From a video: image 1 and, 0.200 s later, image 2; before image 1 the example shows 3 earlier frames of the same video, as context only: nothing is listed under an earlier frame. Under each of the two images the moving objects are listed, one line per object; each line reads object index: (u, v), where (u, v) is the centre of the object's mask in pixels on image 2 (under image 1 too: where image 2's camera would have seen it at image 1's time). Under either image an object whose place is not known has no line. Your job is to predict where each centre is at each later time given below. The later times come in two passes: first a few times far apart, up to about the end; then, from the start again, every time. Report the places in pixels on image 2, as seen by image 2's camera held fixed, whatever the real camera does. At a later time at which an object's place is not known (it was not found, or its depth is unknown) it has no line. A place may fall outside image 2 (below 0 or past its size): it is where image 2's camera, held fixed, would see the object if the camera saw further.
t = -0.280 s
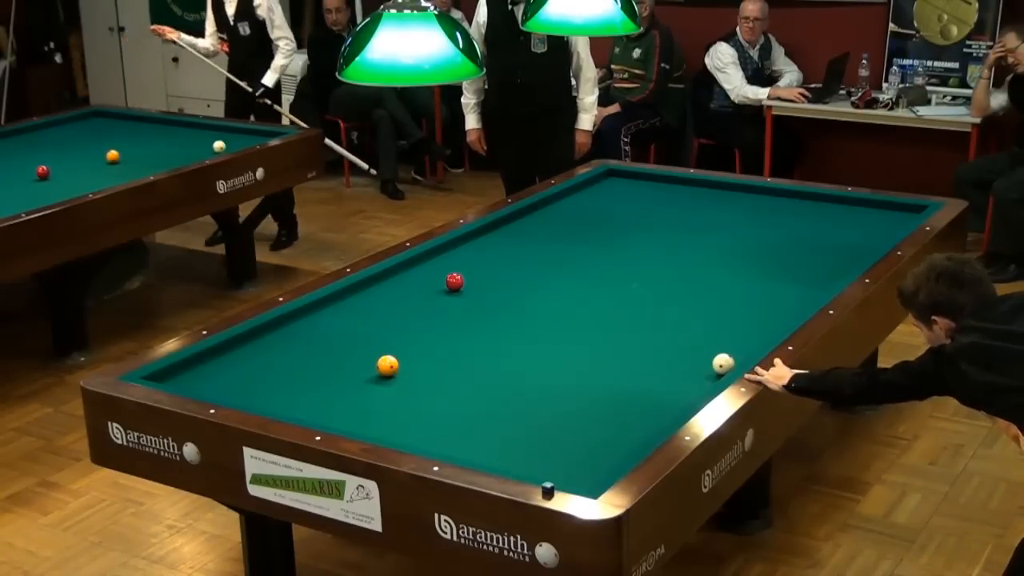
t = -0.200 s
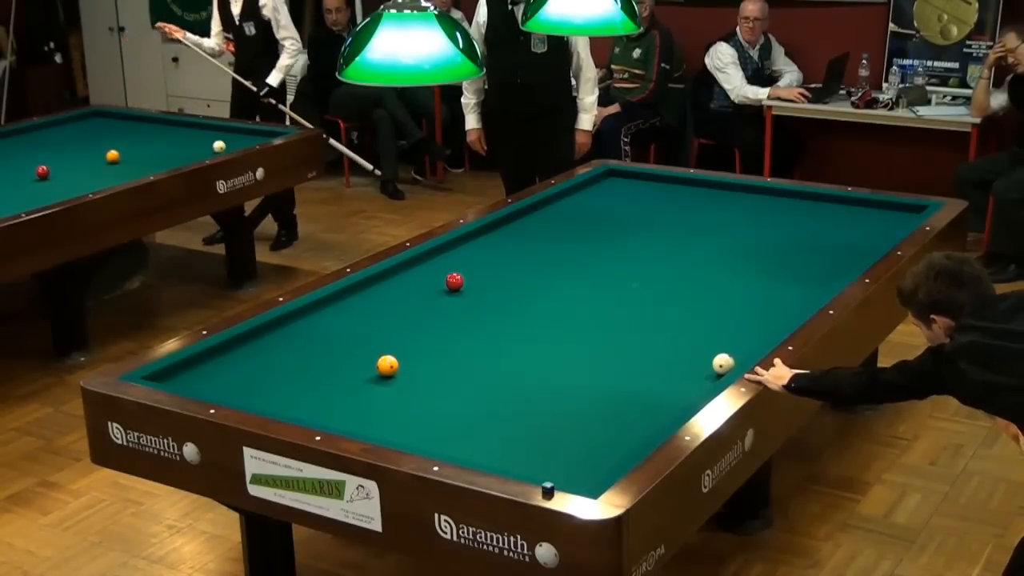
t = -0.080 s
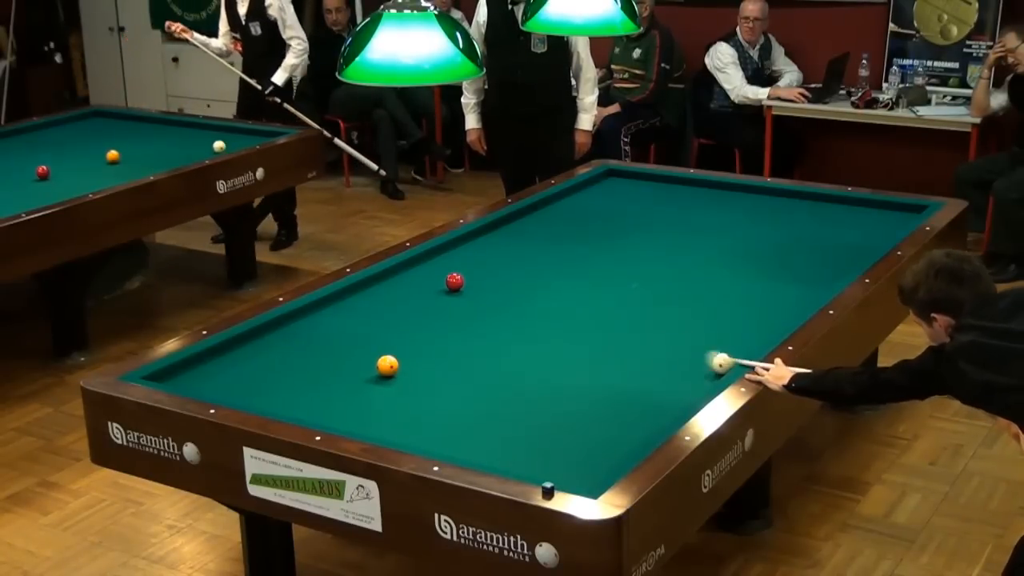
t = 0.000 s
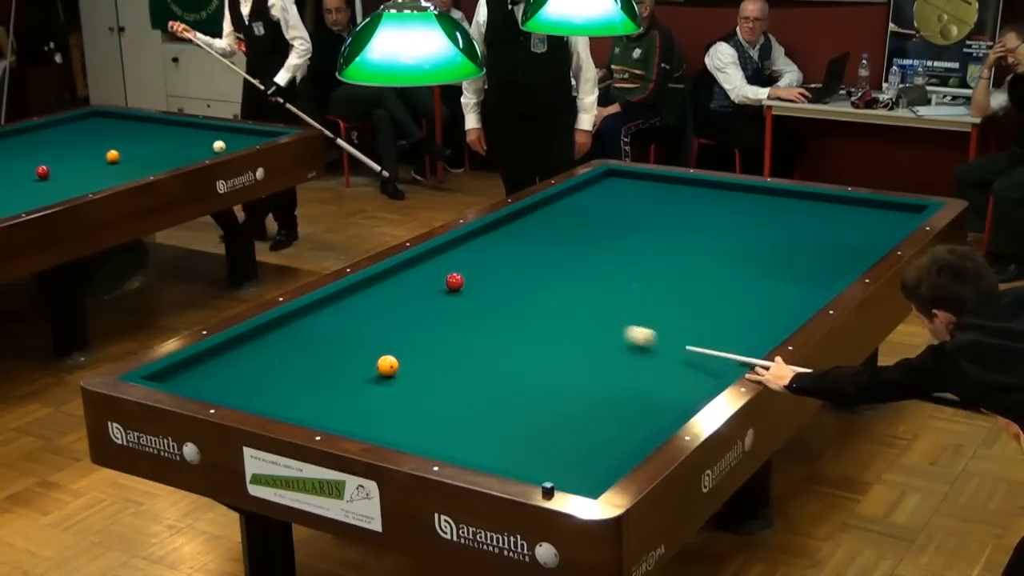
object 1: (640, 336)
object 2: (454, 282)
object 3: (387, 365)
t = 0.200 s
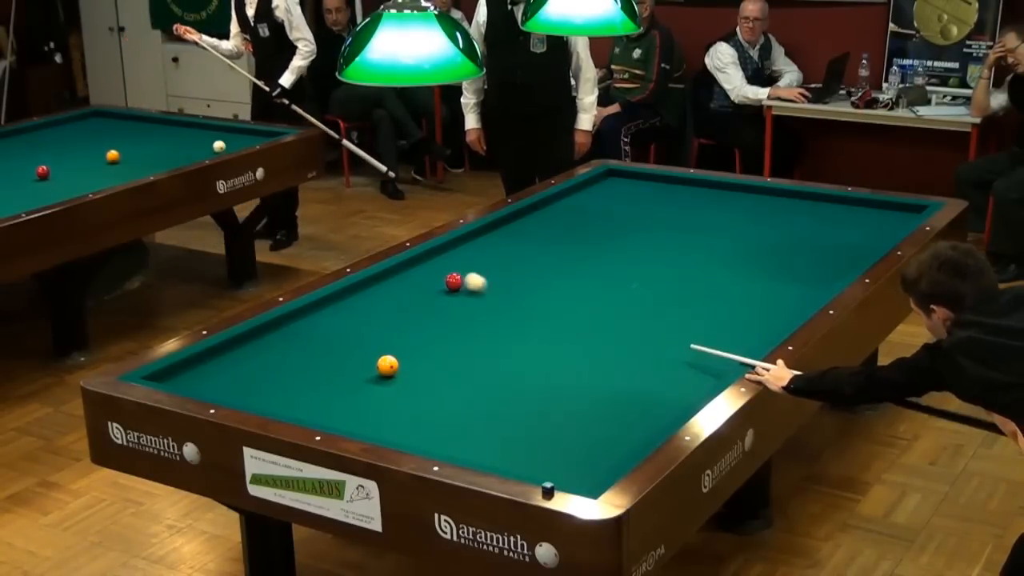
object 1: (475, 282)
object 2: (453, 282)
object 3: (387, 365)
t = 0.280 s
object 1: (480, 266)
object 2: (393, 279)
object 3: (387, 366)
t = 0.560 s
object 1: (515, 222)
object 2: (457, 311)
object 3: (387, 366)
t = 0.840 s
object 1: (626, 197)
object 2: (544, 344)
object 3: (387, 365)
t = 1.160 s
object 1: (699, 191)
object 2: (655, 386)
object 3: (387, 365)
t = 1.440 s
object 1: (727, 216)
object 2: (626, 389)
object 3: (387, 365)
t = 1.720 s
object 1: (761, 240)
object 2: (558, 382)
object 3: (387, 365)
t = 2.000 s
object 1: (799, 267)
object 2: (494, 376)
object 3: (387, 366)
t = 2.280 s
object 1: (797, 291)
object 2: (434, 369)
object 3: (387, 365)
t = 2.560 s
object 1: (731, 307)
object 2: (404, 363)
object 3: (362, 365)
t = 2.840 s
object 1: (662, 324)
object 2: (394, 358)
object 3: (327, 365)
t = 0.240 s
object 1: (476, 274)
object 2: (424, 280)
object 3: (387, 365)
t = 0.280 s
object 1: (480, 266)
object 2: (393, 279)
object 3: (387, 366)
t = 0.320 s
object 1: (484, 259)
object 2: (378, 281)
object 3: (387, 366)
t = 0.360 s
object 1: (486, 252)
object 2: (391, 286)
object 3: (387, 366)
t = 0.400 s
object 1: (488, 245)
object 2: (405, 291)
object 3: (387, 366)
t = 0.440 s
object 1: (489, 238)
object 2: (419, 296)
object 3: (387, 366)
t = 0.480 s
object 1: (489, 231)
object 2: (432, 301)
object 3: (387, 365)
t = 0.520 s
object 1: (495, 225)
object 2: (445, 306)
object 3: (387, 365)
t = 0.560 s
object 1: (515, 222)
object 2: (457, 311)
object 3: (387, 366)
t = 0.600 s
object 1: (534, 219)
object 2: (470, 316)
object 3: (387, 365)
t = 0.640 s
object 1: (551, 215)
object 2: (482, 320)
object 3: (387, 365)
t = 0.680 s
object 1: (568, 212)
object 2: (494, 325)
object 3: (387, 365)
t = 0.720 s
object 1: (584, 208)
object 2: (506, 329)
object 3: (387, 365)
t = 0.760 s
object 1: (599, 205)
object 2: (518, 334)
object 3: (387, 365)
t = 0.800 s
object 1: (613, 201)
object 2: (531, 339)
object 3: (387, 365)
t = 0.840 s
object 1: (626, 197)
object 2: (544, 344)
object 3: (387, 365)
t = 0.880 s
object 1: (639, 194)
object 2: (557, 348)
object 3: (387, 365)
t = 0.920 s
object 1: (652, 191)
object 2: (570, 354)
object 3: (387, 365)
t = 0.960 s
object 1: (664, 188)
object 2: (584, 359)
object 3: (387, 365)
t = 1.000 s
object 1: (677, 185)
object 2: (597, 364)
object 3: (387, 365)
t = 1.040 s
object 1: (688, 181)
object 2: (612, 369)
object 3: (387, 365)
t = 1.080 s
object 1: (694, 183)
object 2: (625, 375)
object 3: (387, 365)
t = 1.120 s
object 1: (697, 187)
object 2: (640, 380)
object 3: (387, 365)
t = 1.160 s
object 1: (699, 191)
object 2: (655, 386)
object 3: (387, 365)
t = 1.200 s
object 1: (702, 195)
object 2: (670, 391)
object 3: (387, 365)
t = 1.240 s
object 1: (706, 199)
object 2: (685, 396)
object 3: (387, 366)
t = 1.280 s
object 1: (710, 202)
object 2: (678, 396)
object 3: (387, 366)
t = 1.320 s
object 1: (713, 206)
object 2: (663, 395)
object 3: (387, 366)
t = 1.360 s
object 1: (718, 209)
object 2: (650, 392)
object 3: (387, 365)
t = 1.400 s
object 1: (722, 213)
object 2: (637, 391)
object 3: (387, 365)
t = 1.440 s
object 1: (727, 216)
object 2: (626, 389)
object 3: (387, 365)
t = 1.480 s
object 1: (731, 219)
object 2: (615, 388)
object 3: (387, 365)
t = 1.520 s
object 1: (736, 223)
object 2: (605, 387)
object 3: (387, 365)
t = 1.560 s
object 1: (741, 226)
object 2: (595, 386)
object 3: (387, 365)
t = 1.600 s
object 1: (746, 230)
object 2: (586, 385)
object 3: (387, 365)
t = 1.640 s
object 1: (751, 233)
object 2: (577, 384)
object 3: (387, 365)
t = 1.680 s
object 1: (756, 237)
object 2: (567, 383)
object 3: (387, 365)
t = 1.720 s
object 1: (761, 240)
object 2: (558, 382)
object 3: (387, 365)
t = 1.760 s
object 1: (766, 244)
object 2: (549, 381)
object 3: (387, 365)
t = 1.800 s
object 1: (771, 248)
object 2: (539, 380)
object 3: (387, 365)
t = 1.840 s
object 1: (777, 252)
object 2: (530, 379)
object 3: (387, 366)
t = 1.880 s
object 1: (782, 255)
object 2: (521, 378)
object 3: (387, 366)
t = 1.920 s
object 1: (788, 260)
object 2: (512, 377)
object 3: (387, 365)
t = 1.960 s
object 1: (793, 263)
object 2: (503, 376)
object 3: (387, 366)
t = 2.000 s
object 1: (799, 267)
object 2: (494, 376)
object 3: (387, 366)
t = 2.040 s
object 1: (805, 272)
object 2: (485, 375)
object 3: (387, 365)
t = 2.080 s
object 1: (811, 276)
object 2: (476, 374)
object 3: (387, 365)
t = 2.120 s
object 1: (817, 280)
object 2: (468, 373)
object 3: (387, 365)
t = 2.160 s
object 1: (822, 283)
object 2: (459, 372)
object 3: (387, 365)
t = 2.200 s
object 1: (818, 286)
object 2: (451, 371)
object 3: (387, 365)
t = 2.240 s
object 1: (807, 289)
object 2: (442, 370)
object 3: (387, 365)
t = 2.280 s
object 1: (797, 291)
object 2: (434, 369)
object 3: (387, 365)
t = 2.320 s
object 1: (788, 293)
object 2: (425, 368)
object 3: (387, 365)
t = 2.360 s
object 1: (779, 296)
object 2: (417, 368)
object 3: (387, 365)
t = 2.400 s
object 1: (769, 298)
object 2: (409, 366)
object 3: (387, 365)
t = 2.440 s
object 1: (760, 300)
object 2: (408, 365)
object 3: (380, 365)
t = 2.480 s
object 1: (750, 302)
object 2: (407, 364)
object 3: (373, 365)
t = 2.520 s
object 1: (741, 305)
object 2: (406, 364)
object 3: (367, 365)
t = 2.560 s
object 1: (731, 307)
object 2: (404, 363)
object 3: (362, 365)
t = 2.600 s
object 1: (721, 310)
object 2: (402, 362)
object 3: (357, 365)
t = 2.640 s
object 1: (712, 312)
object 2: (401, 361)
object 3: (352, 365)
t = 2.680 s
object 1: (702, 314)
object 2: (399, 360)
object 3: (347, 365)
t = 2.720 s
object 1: (692, 317)
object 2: (398, 360)
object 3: (342, 365)
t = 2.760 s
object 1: (682, 319)
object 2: (397, 359)
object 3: (337, 365)
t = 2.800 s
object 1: (672, 321)
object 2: (395, 358)
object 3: (332, 365)
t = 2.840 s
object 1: (662, 324)
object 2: (394, 358)
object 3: (327, 365)
